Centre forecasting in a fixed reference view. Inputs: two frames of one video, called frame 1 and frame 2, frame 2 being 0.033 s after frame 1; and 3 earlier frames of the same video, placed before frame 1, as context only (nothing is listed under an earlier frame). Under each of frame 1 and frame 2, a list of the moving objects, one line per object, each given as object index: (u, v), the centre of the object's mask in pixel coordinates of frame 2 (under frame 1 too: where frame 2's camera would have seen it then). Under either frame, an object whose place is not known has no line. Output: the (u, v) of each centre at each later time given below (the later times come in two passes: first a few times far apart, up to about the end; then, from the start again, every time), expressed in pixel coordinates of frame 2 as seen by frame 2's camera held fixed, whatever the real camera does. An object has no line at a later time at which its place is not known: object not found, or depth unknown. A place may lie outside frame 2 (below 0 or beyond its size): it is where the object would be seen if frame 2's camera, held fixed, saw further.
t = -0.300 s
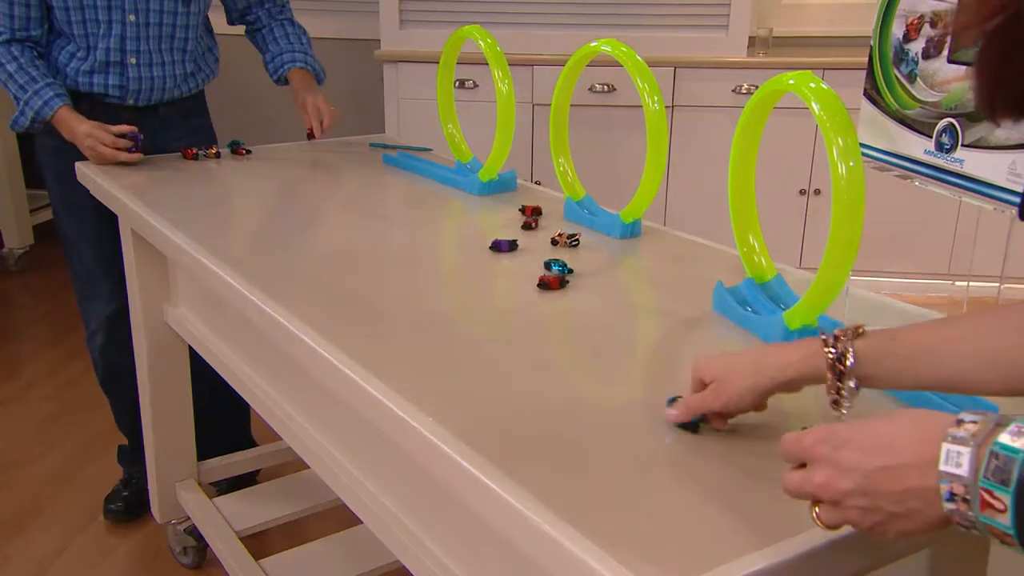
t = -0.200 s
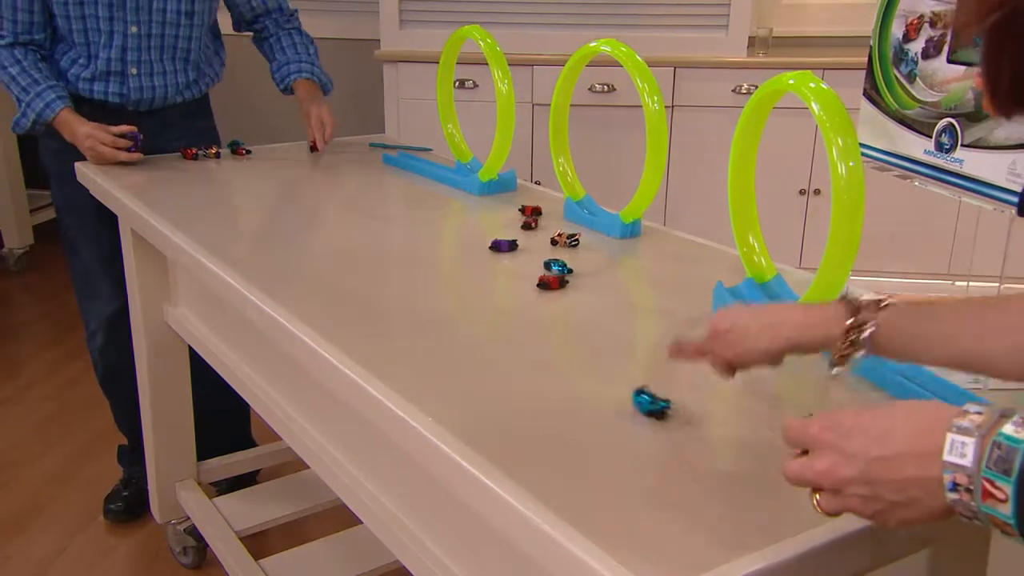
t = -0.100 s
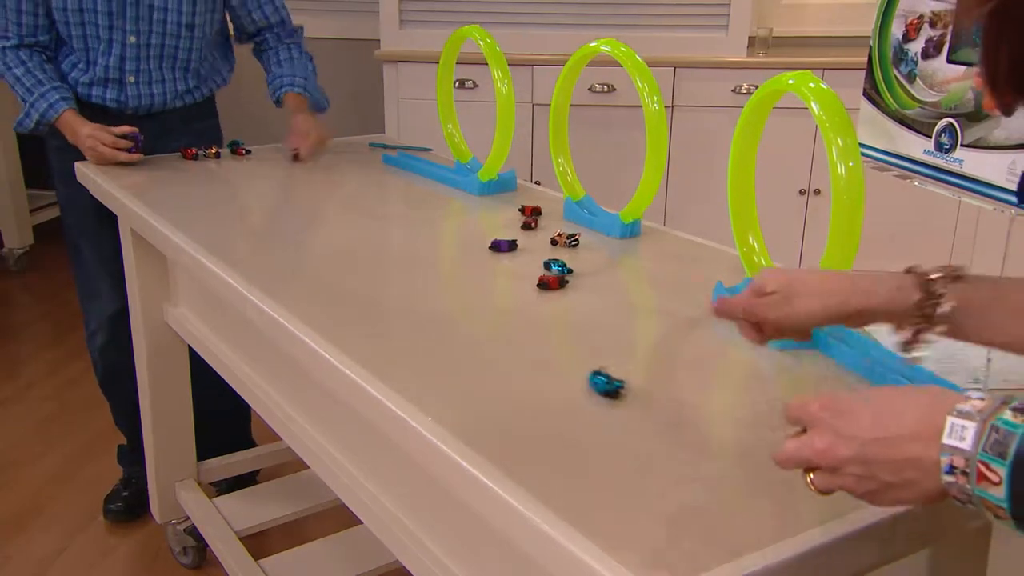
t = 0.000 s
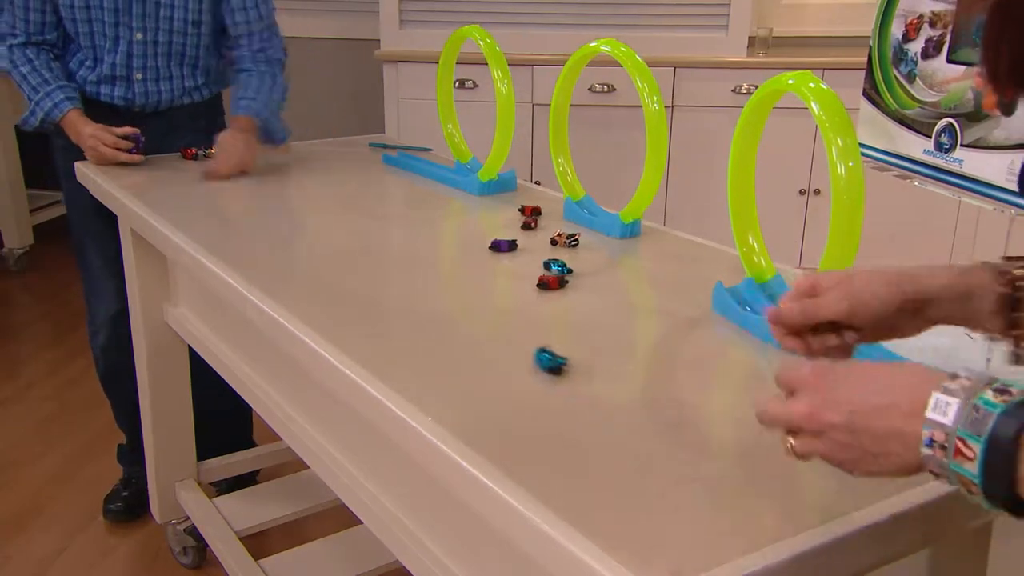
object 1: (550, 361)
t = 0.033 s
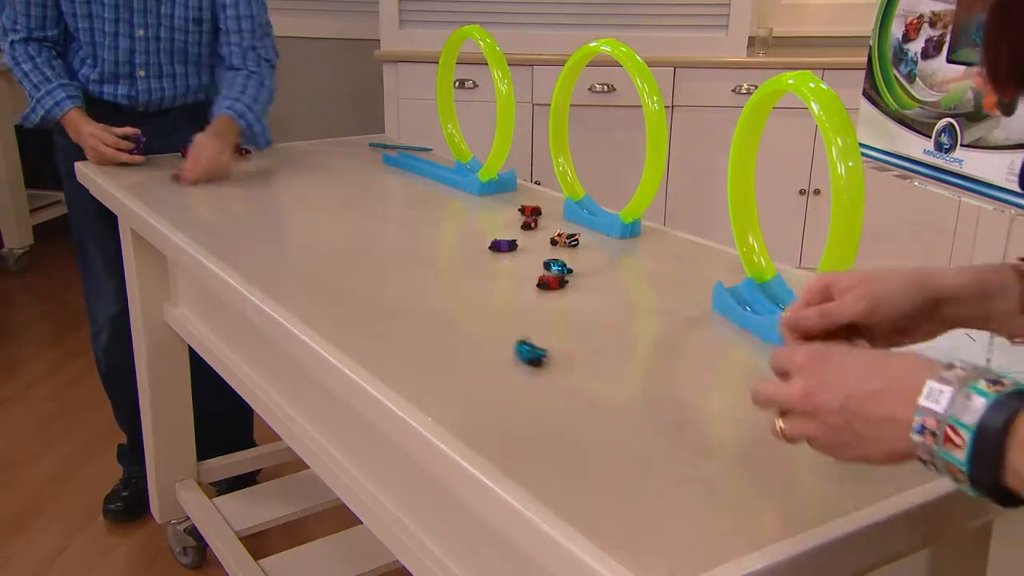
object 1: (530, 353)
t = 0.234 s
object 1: (405, 301)
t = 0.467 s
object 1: (273, 241)
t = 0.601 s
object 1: (209, 210)
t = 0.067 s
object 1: (509, 345)
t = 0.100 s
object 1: (488, 336)
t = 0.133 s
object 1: (467, 328)
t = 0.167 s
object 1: (446, 319)
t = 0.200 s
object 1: (425, 310)
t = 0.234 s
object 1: (405, 301)
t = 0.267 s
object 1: (385, 292)
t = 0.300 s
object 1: (365, 283)
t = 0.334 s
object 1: (346, 274)
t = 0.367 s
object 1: (327, 266)
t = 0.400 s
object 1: (309, 257)
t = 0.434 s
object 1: (291, 249)
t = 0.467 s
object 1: (273, 241)
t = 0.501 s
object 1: (256, 232)
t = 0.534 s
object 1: (239, 225)
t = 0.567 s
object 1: (224, 217)
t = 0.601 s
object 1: (209, 210)
